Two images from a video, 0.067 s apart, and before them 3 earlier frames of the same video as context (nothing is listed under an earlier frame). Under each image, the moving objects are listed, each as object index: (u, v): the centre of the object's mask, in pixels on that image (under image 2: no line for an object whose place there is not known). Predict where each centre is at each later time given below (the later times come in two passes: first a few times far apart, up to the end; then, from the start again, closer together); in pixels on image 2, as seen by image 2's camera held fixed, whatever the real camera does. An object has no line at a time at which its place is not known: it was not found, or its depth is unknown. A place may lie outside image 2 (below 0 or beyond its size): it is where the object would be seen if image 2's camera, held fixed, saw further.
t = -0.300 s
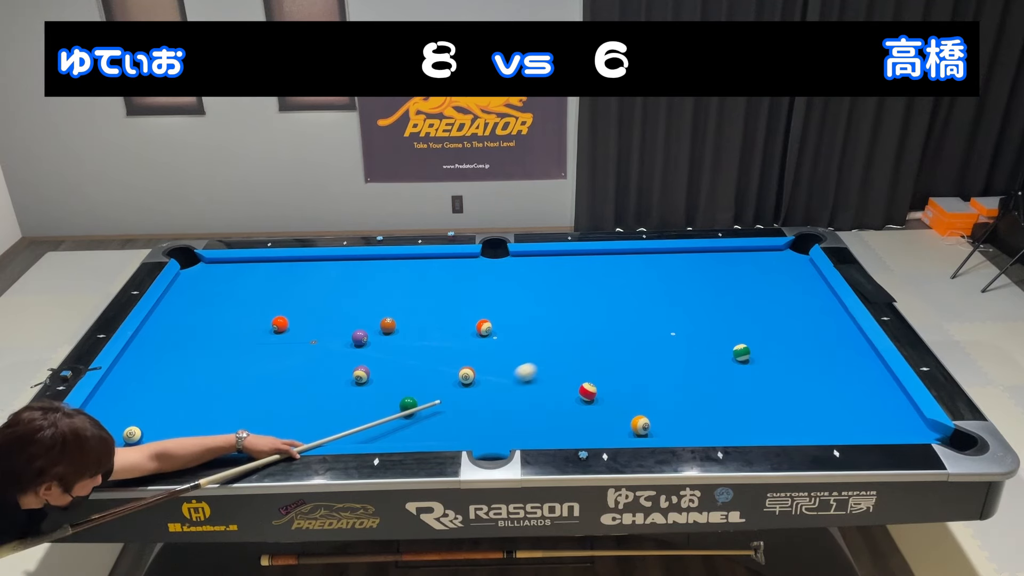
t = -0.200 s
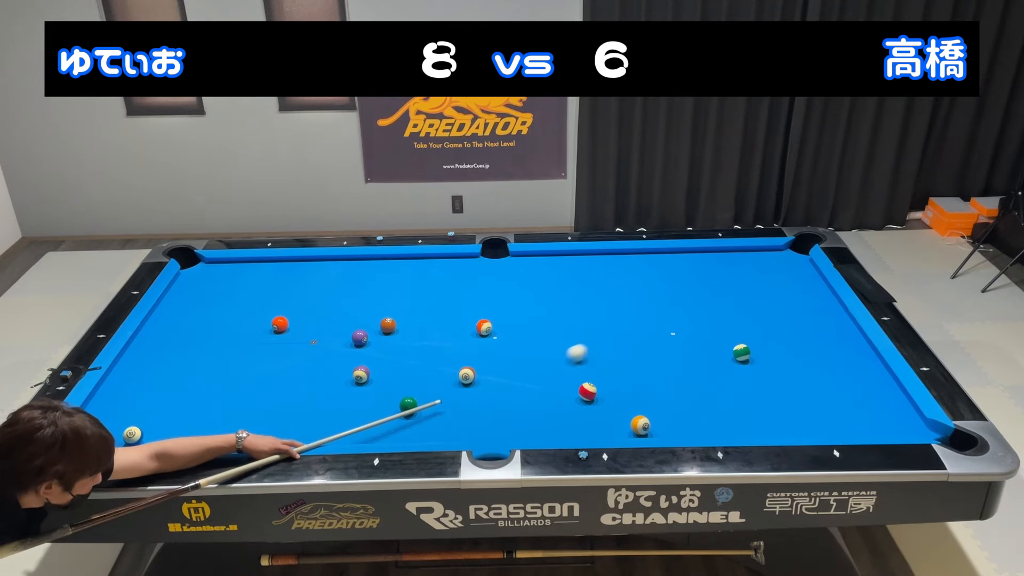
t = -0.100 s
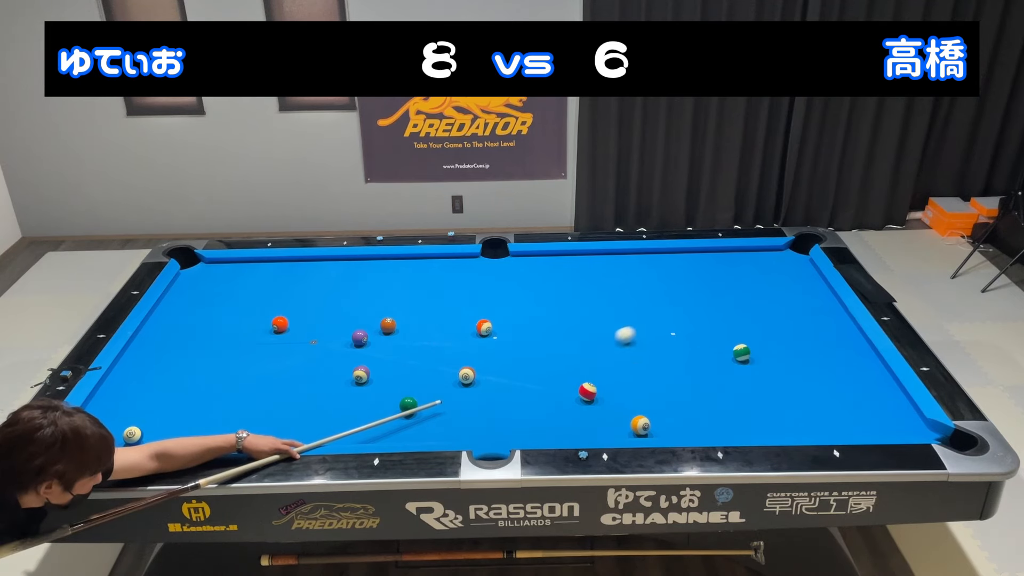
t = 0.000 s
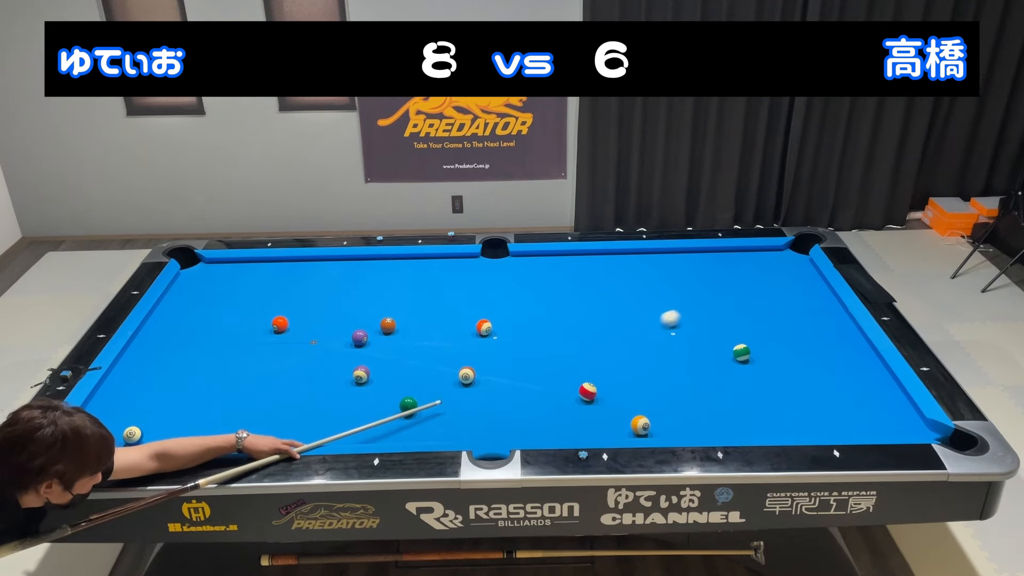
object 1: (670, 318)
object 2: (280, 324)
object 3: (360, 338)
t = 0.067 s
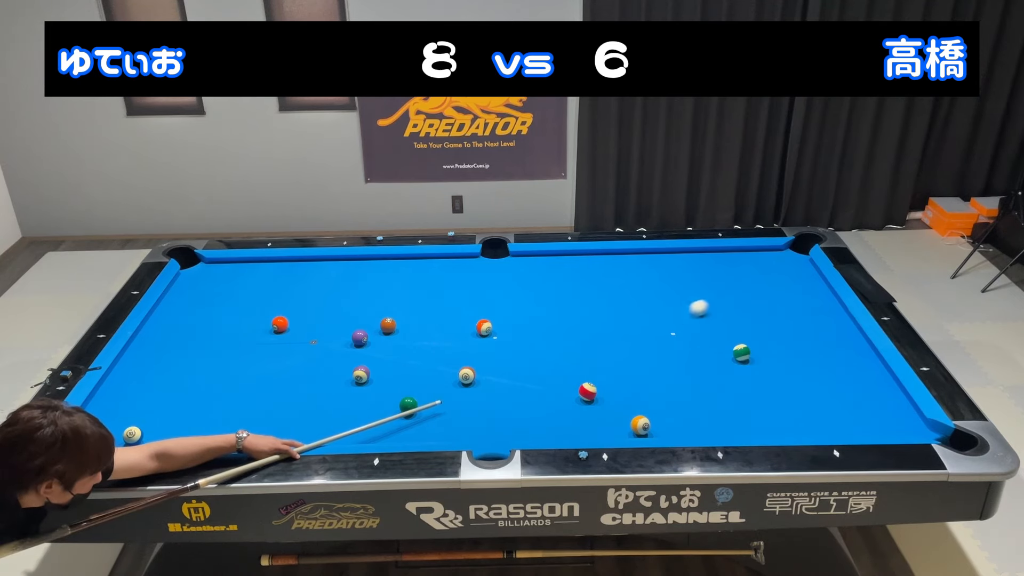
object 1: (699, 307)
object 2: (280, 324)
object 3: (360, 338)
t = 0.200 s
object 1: (753, 288)
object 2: (280, 324)
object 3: (360, 338)
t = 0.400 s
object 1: (793, 263)
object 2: (280, 324)
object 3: (360, 338)
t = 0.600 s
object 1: (727, 250)
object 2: (280, 324)
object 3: (360, 338)
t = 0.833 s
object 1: (679, 263)
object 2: (280, 324)
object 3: (360, 338)
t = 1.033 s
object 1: (636, 273)
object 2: (280, 324)
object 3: (360, 338)
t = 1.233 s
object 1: (592, 284)
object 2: (280, 324)
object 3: (360, 338)
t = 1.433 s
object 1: (547, 296)
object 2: (280, 324)
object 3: (360, 338)
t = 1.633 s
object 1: (502, 307)
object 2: (280, 324)
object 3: (360, 338)
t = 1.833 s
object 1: (455, 319)
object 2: (280, 324)
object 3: (360, 338)
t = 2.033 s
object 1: (407, 331)
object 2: (280, 324)
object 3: (360, 338)
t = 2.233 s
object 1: (368, 345)
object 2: (280, 324)
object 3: (350, 336)
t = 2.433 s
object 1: (344, 363)
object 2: (280, 324)
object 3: (328, 333)
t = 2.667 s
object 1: (316, 384)
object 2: (280, 324)
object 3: (304, 330)
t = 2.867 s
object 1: (290, 402)
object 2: (274, 323)
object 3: (291, 328)
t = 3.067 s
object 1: (262, 422)
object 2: (264, 320)
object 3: (286, 329)
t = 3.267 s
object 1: (234, 440)
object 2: (254, 318)
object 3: (281, 329)
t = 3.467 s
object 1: (231, 434)
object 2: (245, 316)
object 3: (278, 329)
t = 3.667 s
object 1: (230, 425)
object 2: (237, 314)
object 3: (275, 329)
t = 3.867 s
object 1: (230, 415)
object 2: (230, 312)
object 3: (273, 330)
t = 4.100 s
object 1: (229, 405)
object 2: (221, 310)
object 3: (271, 330)
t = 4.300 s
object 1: (228, 398)
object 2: (215, 309)
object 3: (271, 330)
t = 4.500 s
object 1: (228, 391)
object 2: (209, 308)
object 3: (271, 330)
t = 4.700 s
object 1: (227, 385)
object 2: (203, 307)
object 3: (271, 330)
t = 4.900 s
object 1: (227, 380)
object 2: (199, 305)
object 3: (271, 330)
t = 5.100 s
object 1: (226, 375)
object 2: (195, 305)
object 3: (271, 330)
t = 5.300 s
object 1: (225, 371)
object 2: (192, 304)
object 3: (271, 330)
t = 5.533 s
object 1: (224, 366)
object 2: (189, 303)
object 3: (271, 330)
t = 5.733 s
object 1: (223, 364)
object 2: (186, 303)
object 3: (271, 330)
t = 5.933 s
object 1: (223, 361)
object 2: (185, 303)
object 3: (271, 330)
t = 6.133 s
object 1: (222, 359)
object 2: (183, 303)
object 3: (271, 330)
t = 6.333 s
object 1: (222, 356)
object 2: (183, 303)
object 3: (271, 330)
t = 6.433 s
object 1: (221, 356)
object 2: (183, 303)
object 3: (271, 330)
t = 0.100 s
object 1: (713, 302)
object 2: (280, 324)
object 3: (360, 338)
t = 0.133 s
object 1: (726, 297)
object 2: (280, 324)
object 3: (360, 338)
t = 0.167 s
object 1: (740, 292)
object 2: (280, 324)
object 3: (360, 338)
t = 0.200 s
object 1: (753, 288)
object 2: (280, 324)
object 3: (360, 338)
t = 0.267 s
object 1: (778, 278)
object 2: (280, 324)
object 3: (360, 338)
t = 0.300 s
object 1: (791, 274)
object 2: (280, 324)
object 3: (360, 338)
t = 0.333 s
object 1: (803, 269)
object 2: (280, 324)
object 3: (360, 338)
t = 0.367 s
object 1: (807, 265)
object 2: (280, 324)
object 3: (360, 338)
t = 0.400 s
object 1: (793, 263)
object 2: (280, 324)
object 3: (360, 338)
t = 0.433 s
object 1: (780, 261)
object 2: (280, 324)
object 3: (360, 338)
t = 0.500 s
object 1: (757, 256)
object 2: (280, 324)
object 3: (360, 338)
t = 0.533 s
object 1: (747, 254)
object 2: (280, 324)
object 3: (360, 338)
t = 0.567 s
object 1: (737, 252)
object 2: (280, 324)
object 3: (360, 338)
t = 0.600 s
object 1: (727, 250)
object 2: (280, 324)
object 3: (360, 338)
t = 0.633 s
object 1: (721, 252)
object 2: (280, 324)
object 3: (360, 338)
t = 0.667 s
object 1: (714, 254)
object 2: (280, 324)
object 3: (360, 338)
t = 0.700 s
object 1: (707, 256)
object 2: (280, 324)
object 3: (360, 338)
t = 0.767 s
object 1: (693, 259)
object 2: (280, 324)
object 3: (360, 338)
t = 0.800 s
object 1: (686, 261)
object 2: (280, 324)
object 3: (360, 338)
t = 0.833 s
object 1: (679, 263)
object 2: (280, 324)
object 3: (360, 338)
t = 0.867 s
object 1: (672, 265)
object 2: (280, 324)
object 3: (360, 338)
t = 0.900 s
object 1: (664, 266)
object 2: (280, 324)
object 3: (360, 338)
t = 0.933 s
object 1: (658, 268)
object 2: (280, 324)
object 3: (360, 338)
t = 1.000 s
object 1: (643, 272)
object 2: (280, 324)
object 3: (360, 338)
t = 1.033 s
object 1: (636, 273)
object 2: (280, 324)
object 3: (360, 338)
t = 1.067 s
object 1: (629, 275)
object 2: (280, 324)
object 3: (360, 338)
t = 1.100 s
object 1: (621, 277)
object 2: (280, 324)
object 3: (360, 338)
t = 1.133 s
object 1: (614, 279)
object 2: (280, 324)
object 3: (360, 338)
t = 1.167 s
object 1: (607, 281)
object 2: (280, 324)
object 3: (360, 338)
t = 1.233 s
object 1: (592, 284)
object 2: (280, 324)
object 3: (360, 338)
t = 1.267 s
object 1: (585, 286)
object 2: (280, 324)
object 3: (360, 338)
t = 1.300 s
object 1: (577, 288)
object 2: (280, 324)
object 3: (360, 338)
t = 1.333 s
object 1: (570, 290)
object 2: (280, 324)
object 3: (360, 338)
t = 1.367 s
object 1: (563, 292)
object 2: (280, 324)
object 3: (360, 338)
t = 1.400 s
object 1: (555, 294)
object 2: (280, 324)
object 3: (360, 338)
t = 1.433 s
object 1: (547, 296)
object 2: (280, 324)
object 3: (360, 338)
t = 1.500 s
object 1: (532, 300)
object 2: (280, 324)
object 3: (360, 338)
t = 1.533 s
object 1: (525, 301)
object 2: (280, 324)
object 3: (360, 338)
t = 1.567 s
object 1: (517, 303)
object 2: (280, 324)
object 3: (360, 338)
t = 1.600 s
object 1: (510, 305)
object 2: (280, 324)
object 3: (360, 338)
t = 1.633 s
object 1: (502, 307)
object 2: (280, 324)
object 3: (360, 338)
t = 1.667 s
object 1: (494, 309)
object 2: (280, 324)
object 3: (360, 338)
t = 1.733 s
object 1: (479, 312)
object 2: (280, 324)
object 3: (360, 338)
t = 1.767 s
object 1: (471, 315)
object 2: (280, 324)
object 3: (360, 338)
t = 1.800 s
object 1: (463, 317)
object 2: (280, 324)
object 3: (360, 338)
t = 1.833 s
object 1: (455, 319)
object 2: (280, 324)
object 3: (360, 338)
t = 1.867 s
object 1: (447, 321)
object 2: (280, 324)
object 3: (360, 338)
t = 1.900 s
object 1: (439, 323)
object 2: (280, 324)
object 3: (360, 338)
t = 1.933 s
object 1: (431, 325)
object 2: (280, 324)
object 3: (360, 338)
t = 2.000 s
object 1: (415, 329)
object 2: (280, 324)
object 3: (360, 338)
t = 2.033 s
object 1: (407, 331)
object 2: (280, 324)
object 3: (360, 338)
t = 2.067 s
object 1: (398, 333)
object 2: (280, 324)
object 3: (360, 338)
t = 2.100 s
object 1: (390, 335)
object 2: (280, 324)
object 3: (360, 338)
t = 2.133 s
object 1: (382, 337)
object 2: (280, 324)
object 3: (360, 338)
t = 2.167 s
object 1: (375, 339)
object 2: (280, 324)
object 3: (359, 338)
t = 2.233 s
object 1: (368, 345)
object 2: (280, 324)
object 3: (350, 336)
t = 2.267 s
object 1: (364, 348)
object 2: (280, 324)
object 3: (346, 336)
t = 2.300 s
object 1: (360, 351)
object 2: (280, 324)
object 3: (342, 335)
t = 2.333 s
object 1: (356, 354)
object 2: (280, 324)
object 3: (338, 334)
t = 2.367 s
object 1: (352, 357)
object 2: (280, 324)
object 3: (335, 334)
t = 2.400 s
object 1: (348, 360)
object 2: (280, 324)
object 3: (332, 334)
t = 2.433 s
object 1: (344, 363)
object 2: (280, 324)
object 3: (328, 333)
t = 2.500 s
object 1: (336, 369)
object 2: (280, 324)
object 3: (321, 332)
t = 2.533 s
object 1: (332, 371)
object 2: (280, 324)
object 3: (318, 331)
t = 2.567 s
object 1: (328, 375)
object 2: (280, 324)
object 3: (314, 331)
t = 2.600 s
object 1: (324, 378)
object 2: (280, 324)
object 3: (311, 330)
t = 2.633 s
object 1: (320, 380)
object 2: (280, 324)
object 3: (307, 330)
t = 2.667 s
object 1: (316, 384)
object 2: (280, 324)
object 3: (304, 330)
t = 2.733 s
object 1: (307, 390)
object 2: (280, 324)
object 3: (297, 328)
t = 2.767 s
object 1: (303, 393)
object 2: (280, 324)
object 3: (294, 328)
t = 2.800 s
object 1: (298, 396)
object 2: (278, 324)
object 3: (292, 328)
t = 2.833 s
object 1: (294, 399)
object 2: (276, 323)
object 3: (292, 328)
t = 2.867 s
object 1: (290, 402)
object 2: (274, 323)
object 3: (291, 328)
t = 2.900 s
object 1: (285, 406)
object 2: (272, 322)
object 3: (290, 328)
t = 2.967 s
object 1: (276, 412)
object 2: (269, 322)
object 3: (288, 328)
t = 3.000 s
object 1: (272, 415)
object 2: (267, 321)
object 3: (287, 328)
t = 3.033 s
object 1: (267, 418)
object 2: (265, 321)
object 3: (286, 328)
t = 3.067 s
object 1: (262, 422)
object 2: (264, 320)
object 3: (286, 329)
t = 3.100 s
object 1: (258, 425)
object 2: (262, 320)
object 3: (285, 329)
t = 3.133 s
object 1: (253, 429)
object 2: (261, 319)
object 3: (284, 329)
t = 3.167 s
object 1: (248, 432)
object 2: (259, 319)
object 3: (283, 329)
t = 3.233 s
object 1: (239, 438)
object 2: (256, 318)
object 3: (282, 329)
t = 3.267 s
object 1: (234, 440)
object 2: (254, 318)
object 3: (281, 329)
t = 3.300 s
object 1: (231, 441)
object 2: (253, 317)
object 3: (281, 329)
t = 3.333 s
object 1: (231, 439)
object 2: (251, 317)
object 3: (280, 329)
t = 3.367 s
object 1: (232, 438)
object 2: (250, 317)
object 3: (279, 329)
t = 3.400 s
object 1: (231, 437)
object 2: (248, 316)
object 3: (279, 329)
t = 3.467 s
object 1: (231, 434)
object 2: (245, 316)
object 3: (278, 329)
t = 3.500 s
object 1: (231, 433)
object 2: (244, 315)
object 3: (277, 329)
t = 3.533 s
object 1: (231, 431)
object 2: (242, 315)
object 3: (277, 329)
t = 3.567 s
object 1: (231, 429)
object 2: (241, 315)
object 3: (276, 329)
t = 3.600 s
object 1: (231, 428)
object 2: (240, 314)
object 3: (276, 329)
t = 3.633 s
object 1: (231, 426)
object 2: (238, 314)
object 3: (275, 329)
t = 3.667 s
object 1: (230, 425)
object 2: (237, 314)
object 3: (275, 329)
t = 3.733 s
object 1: (230, 421)
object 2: (234, 313)
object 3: (274, 330)
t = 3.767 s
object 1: (230, 420)
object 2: (233, 313)
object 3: (274, 330)
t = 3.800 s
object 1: (230, 418)
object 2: (232, 312)
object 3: (273, 329)
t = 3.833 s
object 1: (230, 417)
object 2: (231, 312)
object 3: (273, 330)
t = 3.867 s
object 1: (230, 415)
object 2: (230, 312)
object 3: (273, 330)
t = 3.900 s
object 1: (230, 414)
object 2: (228, 312)
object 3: (272, 330)
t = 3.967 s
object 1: (230, 411)
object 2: (226, 311)
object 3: (272, 330)
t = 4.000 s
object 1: (230, 410)
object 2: (225, 311)
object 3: (272, 330)
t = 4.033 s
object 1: (230, 408)
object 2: (224, 310)
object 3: (272, 330)
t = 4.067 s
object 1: (229, 407)
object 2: (222, 310)
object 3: (271, 330)
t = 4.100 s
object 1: (229, 405)
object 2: (221, 310)
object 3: (271, 330)
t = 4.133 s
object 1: (229, 404)
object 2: (220, 310)
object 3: (271, 330)
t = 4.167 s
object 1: (229, 403)
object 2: (219, 310)
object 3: (271, 330)
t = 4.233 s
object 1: (229, 401)
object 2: (217, 309)
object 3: (271, 330)
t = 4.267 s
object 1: (229, 399)
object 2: (216, 309)
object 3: (271, 330)
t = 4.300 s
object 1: (228, 398)
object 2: (215, 309)
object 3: (271, 330)
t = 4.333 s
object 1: (228, 397)
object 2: (214, 309)
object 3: (271, 330)
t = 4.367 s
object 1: (228, 396)
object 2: (213, 308)
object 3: (271, 330)
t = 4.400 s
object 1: (228, 395)
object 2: (212, 308)
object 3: (271, 330)
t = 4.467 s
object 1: (228, 393)
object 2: (210, 308)
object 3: (271, 330)
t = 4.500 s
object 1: (228, 391)
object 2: (209, 308)
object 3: (271, 330)
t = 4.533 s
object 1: (228, 390)
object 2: (208, 307)
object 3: (271, 330)
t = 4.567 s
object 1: (227, 390)
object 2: (207, 307)
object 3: (271, 330)
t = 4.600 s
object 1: (228, 388)
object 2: (206, 307)
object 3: (271, 330)
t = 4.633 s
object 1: (227, 387)
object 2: (205, 307)
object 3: (271, 330)
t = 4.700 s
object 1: (227, 385)
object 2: (203, 307)
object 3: (271, 330)
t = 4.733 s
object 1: (227, 385)
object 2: (203, 306)
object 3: (271, 330)
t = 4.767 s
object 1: (227, 384)
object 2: (202, 306)
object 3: (271, 330)
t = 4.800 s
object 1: (227, 383)
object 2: (201, 306)
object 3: (271, 330)
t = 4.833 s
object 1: (227, 382)
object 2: (200, 306)
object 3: (271, 330)
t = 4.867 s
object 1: (227, 381)
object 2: (200, 306)
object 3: (271, 330)
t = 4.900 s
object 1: (227, 380)
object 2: (199, 305)
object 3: (271, 330)
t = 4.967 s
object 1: (226, 378)
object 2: (198, 305)
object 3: (271, 330)
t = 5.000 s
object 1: (226, 377)
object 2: (197, 305)
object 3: (271, 330)
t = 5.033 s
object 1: (226, 377)
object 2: (196, 305)
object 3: (271, 330)
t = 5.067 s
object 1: (226, 376)
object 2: (196, 305)
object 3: (271, 330)
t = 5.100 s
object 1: (226, 375)
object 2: (195, 305)
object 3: (271, 330)
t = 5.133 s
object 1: (226, 374)
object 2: (194, 305)
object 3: (271, 330)
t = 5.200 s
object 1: (225, 373)
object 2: (193, 305)
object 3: (271, 330)
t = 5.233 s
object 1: (225, 372)
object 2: (193, 304)
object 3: (271, 330)
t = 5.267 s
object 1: (225, 372)
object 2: (192, 304)
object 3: (271, 330)
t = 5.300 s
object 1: (225, 371)
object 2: (192, 304)
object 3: (271, 330)
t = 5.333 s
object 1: (225, 370)
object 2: (191, 304)
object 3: (271, 330)
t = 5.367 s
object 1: (225, 370)
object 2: (191, 304)
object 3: (271, 330)
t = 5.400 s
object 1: (225, 369)
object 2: (190, 304)
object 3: (271, 330)
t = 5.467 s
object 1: (225, 368)
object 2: (189, 303)
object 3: (271, 330)
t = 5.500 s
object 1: (225, 367)
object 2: (189, 303)
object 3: (271, 330)
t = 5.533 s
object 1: (224, 366)
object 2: (189, 303)
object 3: (271, 330)
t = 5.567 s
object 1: (224, 366)
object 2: (188, 303)
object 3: (271, 330)
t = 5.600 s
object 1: (224, 365)
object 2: (188, 303)
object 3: (271, 330)
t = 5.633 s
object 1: (224, 365)
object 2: (187, 303)
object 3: (271, 330)
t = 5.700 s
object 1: (224, 364)
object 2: (187, 303)
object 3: (271, 330)
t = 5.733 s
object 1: (223, 364)
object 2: (186, 303)
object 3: (271, 330)
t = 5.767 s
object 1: (223, 363)
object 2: (186, 303)
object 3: (271, 330)
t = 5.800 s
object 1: (223, 363)
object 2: (186, 303)
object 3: (271, 330)
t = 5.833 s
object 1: (223, 362)
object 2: (185, 303)
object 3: (271, 330)
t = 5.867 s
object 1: (223, 362)
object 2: (185, 303)
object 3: (271, 330)
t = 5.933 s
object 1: (223, 361)
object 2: (185, 303)
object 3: (271, 330)
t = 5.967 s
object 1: (223, 361)
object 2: (184, 303)
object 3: (271, 330)
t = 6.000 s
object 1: (222, 360)
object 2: (184, 303)
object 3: (271, 330)
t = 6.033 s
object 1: (222, 360)
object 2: (184, 303)
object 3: (271, 330)
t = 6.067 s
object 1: (222, 359)
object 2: (184, 303)
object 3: (271, 330)
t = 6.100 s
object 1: (222, 359)
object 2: (184, 303)
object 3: (271, 330)
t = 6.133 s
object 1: (222, 359)
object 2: (183, 303)
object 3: (271, 330)
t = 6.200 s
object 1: (222, 358)
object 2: (183, 303)
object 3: (271, 330)
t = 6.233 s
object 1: (222, 358)
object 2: (183, 303)
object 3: (271, 330)
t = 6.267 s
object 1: (222, 357)
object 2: (183, 303)
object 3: (271, 330)
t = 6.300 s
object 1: (221, 357)
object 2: (183, 303)
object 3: (271, 330)
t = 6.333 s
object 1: (222, 356)
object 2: (183, 303)
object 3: (271, 330)
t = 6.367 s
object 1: (221, 356)
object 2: (183, 303)
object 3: (271, 330)
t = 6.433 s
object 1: (221, 356)
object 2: (183, 303)
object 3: (271, 330)
